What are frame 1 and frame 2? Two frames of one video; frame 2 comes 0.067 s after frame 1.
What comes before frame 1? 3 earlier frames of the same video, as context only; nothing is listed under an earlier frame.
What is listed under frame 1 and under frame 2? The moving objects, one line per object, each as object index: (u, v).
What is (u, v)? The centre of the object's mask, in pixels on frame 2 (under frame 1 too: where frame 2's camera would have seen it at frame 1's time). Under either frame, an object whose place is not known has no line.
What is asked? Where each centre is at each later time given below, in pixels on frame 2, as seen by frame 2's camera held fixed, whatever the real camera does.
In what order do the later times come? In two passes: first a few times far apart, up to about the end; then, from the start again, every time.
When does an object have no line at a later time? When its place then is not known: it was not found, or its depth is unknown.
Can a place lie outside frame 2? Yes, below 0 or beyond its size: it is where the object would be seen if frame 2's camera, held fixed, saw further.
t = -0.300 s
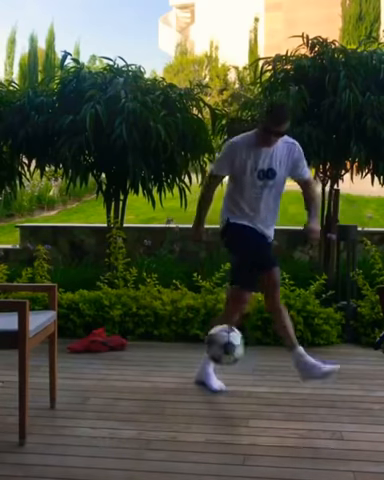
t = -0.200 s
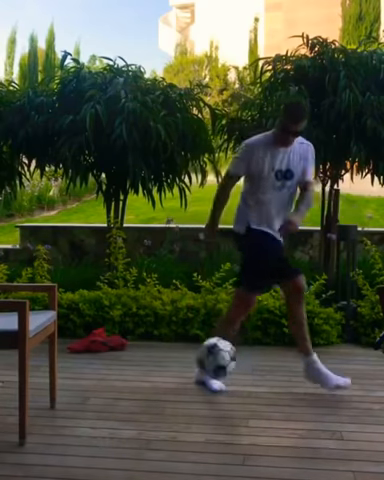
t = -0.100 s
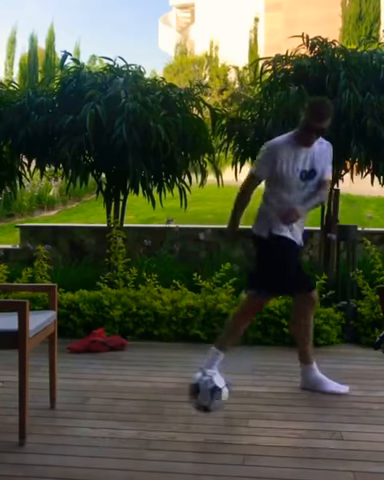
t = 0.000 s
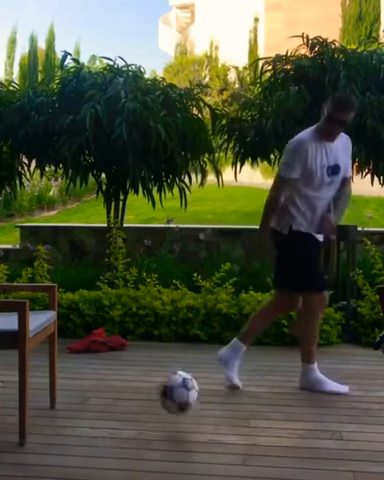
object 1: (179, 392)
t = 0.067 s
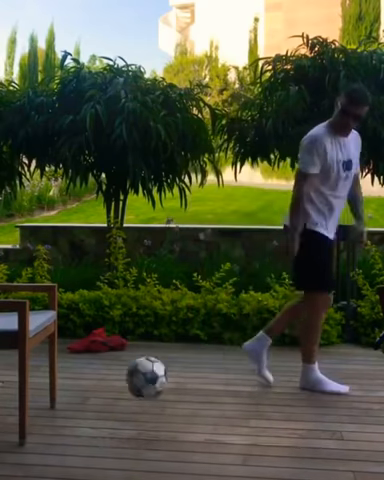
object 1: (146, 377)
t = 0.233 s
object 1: (74, 380)
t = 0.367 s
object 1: (13, 388)
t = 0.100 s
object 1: (131, 374)
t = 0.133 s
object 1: (116, 372)
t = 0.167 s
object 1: (102, 372)
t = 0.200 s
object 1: (87, 375)
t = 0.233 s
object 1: (74, 380)
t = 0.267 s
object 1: (57, 386)
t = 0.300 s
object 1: (46, 393)
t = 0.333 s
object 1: (30, 397)
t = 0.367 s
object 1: (13, 388)
